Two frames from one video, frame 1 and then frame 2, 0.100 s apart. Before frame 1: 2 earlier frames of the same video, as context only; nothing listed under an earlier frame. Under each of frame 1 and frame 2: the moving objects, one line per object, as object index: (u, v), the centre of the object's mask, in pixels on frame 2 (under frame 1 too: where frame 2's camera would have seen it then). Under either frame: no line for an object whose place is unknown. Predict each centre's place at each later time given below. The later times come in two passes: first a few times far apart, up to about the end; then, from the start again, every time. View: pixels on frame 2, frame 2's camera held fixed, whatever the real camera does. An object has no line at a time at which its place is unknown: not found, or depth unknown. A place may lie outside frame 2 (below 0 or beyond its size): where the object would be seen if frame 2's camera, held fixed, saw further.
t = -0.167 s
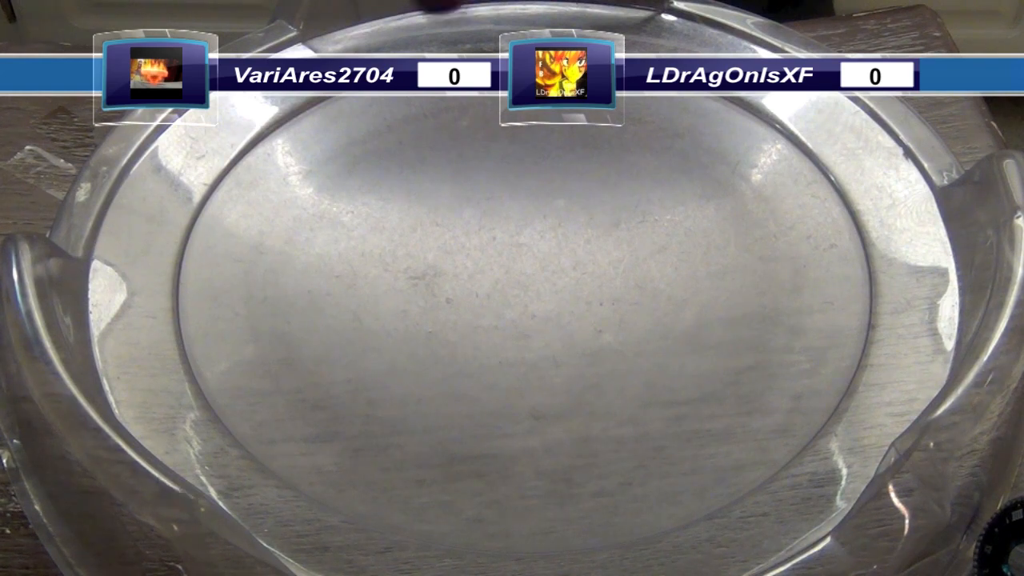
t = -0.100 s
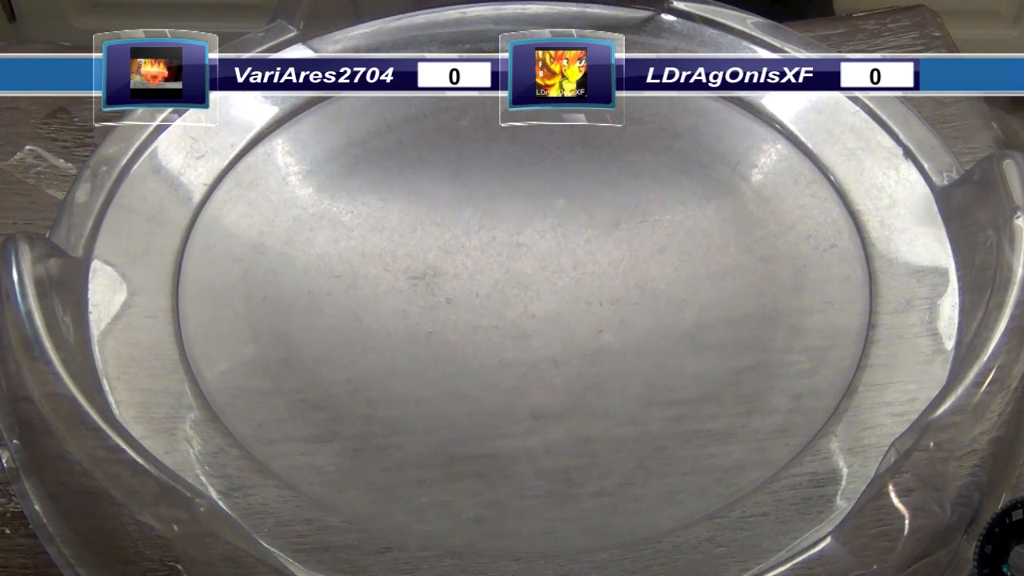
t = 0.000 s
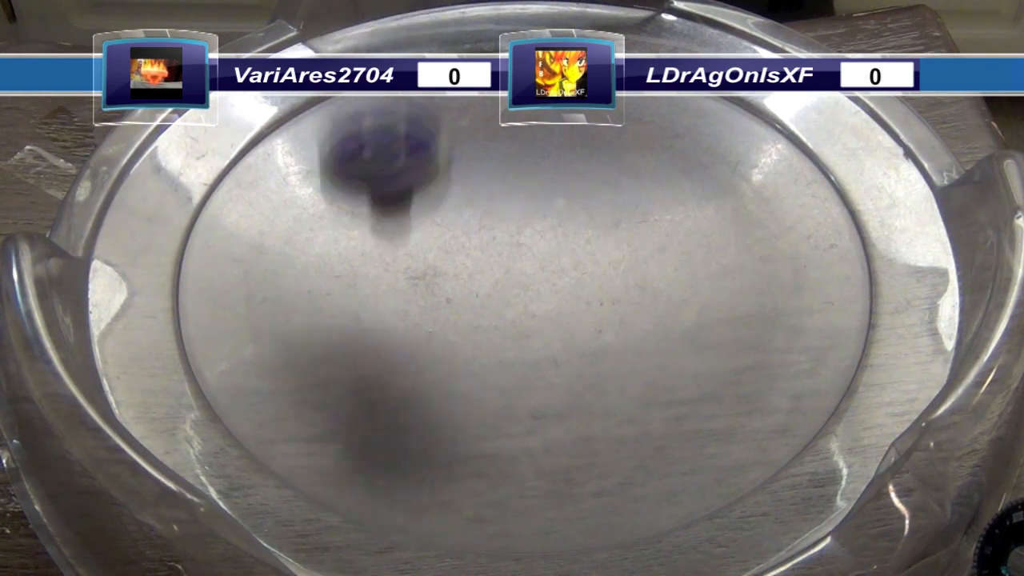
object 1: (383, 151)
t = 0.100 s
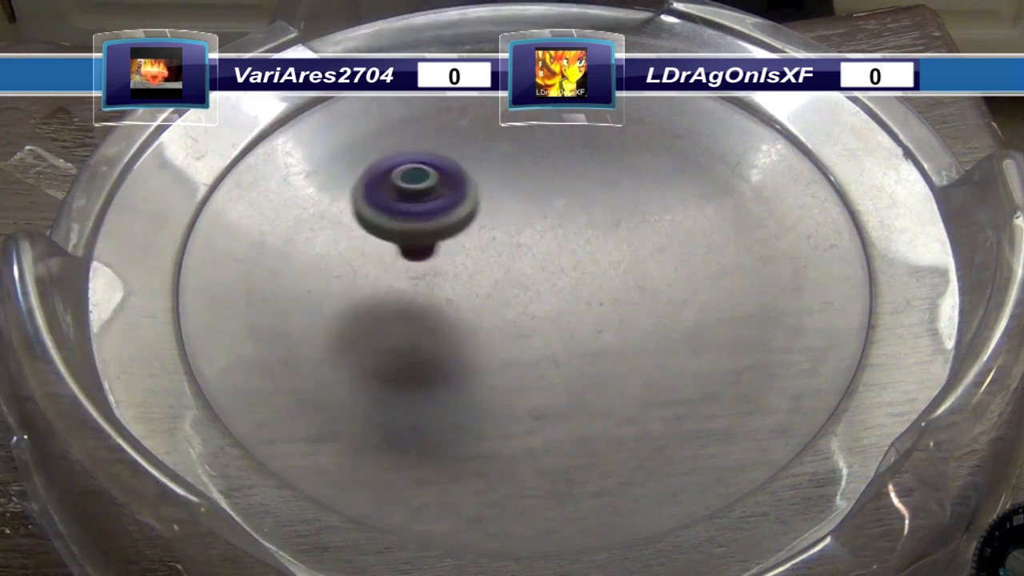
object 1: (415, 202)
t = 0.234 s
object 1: (486, 237)
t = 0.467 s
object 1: (528, 240)
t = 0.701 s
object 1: (434, 221)
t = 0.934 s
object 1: (403, 280)
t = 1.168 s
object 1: (549, 283)
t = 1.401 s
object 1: (557, 164)
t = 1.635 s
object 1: (405, 141)
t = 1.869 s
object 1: (413, 289)
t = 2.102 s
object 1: (640, 298)
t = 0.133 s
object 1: (431, 215)
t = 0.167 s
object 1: (448, 227)
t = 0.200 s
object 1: (466, 222)
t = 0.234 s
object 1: (486, 237)
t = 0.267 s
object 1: (502, 235)
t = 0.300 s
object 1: (517, 240)
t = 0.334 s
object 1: (527, 239)
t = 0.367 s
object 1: (535, 242)
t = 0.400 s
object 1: (537, 241)
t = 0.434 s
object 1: (534, 241)
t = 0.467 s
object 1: (528, 240)
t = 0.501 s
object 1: (518, 237)
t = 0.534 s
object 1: (507, 233)
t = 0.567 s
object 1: (494, 229)
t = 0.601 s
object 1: (479, 225)
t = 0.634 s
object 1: (463, 221)
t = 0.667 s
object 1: (448, 220)
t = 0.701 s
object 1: (434, 221)
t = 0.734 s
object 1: (420, 223)
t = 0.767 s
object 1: (409, 228)
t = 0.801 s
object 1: (400, 236)
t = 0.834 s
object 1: (395, 245)
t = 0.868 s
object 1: (393, 256)
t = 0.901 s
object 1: (395, 268)
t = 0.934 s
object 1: (403, 280)
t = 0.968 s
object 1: (416, 291)
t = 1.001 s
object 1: (435, 300)
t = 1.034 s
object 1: (457, 305)
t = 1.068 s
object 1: (481, 306)
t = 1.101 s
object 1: (506, 303)
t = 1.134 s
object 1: (529, 295)
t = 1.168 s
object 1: (549, 283)
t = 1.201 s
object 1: (565, 268)
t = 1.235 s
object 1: (577, 251)
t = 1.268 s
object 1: (583, 232)
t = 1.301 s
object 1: (584, 213)
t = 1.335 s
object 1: (580, 195)
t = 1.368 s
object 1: (570, 179)
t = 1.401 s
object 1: (557, 164)
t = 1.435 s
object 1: (541, 151)
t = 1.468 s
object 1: (519, 142)
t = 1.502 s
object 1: (497, 135)
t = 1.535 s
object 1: (473, 133)
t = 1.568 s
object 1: (450, 132)
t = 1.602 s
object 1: (428, 134)
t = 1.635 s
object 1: (405, 141)
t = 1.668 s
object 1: (387, 154)
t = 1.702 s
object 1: (374, 174)
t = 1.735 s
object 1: (368, 196)
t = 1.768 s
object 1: (369, 219)
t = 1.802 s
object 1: (377, 243)
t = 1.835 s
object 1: (392, 267)
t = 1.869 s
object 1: (413, 289)
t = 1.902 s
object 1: (440, 306)
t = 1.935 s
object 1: (473, 319)
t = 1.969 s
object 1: (511, 326)
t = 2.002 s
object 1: (546, 327)
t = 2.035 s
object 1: (581, 322)
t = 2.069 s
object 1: (613, 312)
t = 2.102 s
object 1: (640, 298)
